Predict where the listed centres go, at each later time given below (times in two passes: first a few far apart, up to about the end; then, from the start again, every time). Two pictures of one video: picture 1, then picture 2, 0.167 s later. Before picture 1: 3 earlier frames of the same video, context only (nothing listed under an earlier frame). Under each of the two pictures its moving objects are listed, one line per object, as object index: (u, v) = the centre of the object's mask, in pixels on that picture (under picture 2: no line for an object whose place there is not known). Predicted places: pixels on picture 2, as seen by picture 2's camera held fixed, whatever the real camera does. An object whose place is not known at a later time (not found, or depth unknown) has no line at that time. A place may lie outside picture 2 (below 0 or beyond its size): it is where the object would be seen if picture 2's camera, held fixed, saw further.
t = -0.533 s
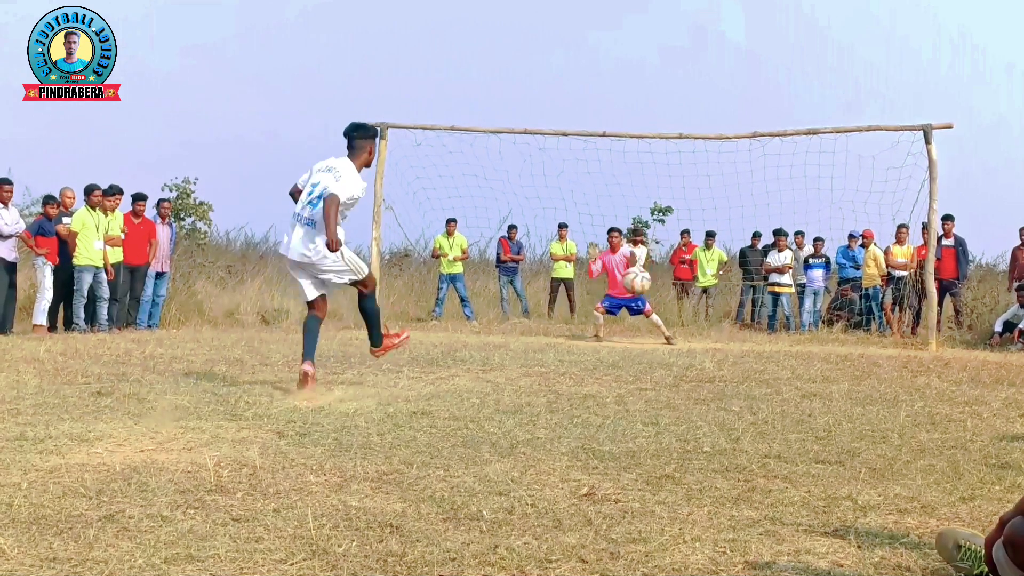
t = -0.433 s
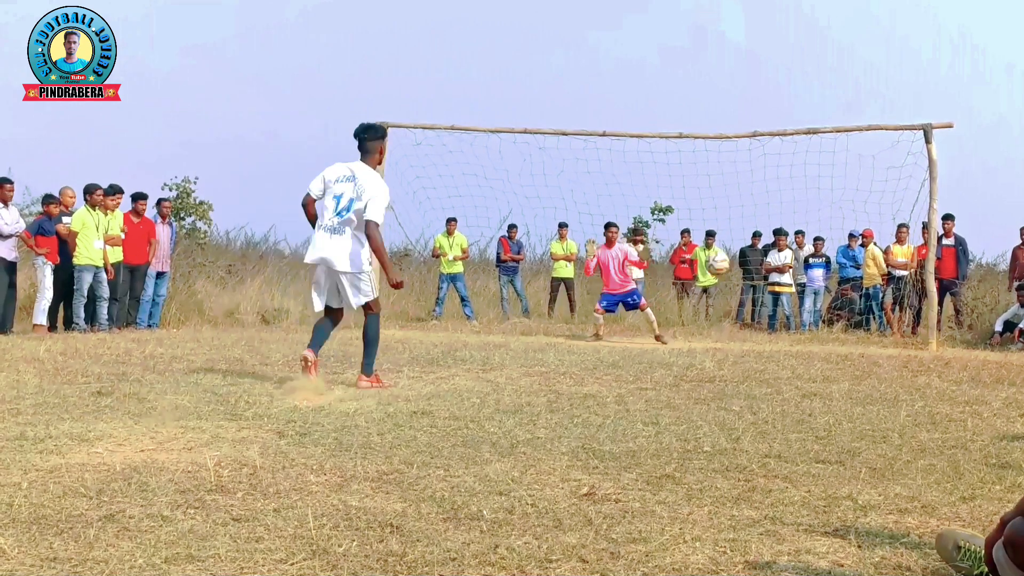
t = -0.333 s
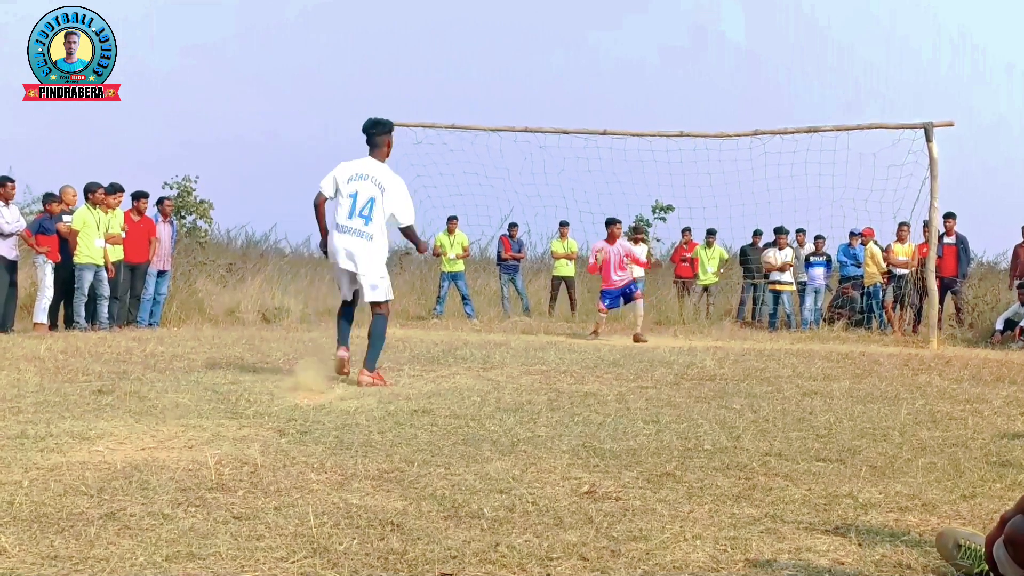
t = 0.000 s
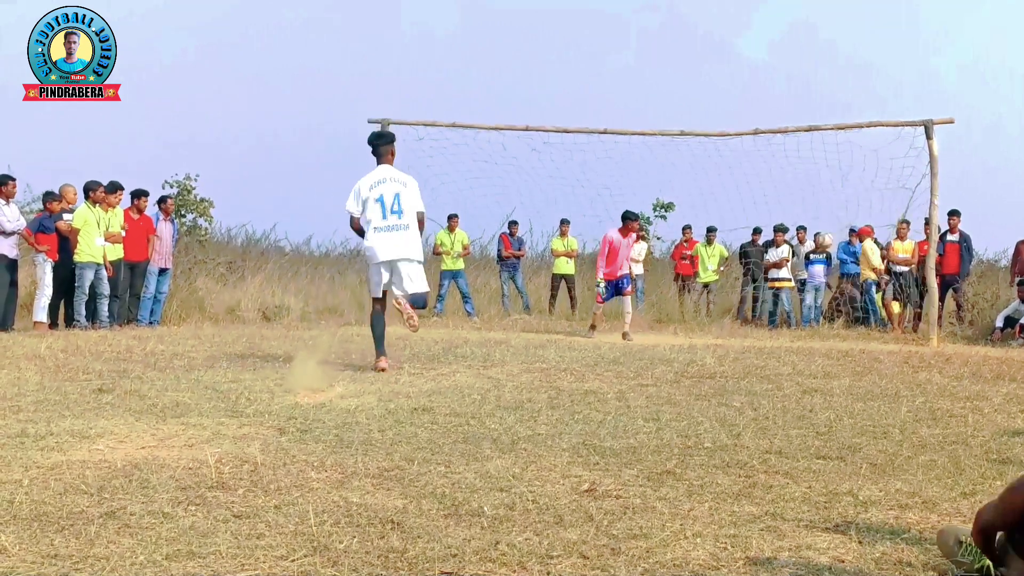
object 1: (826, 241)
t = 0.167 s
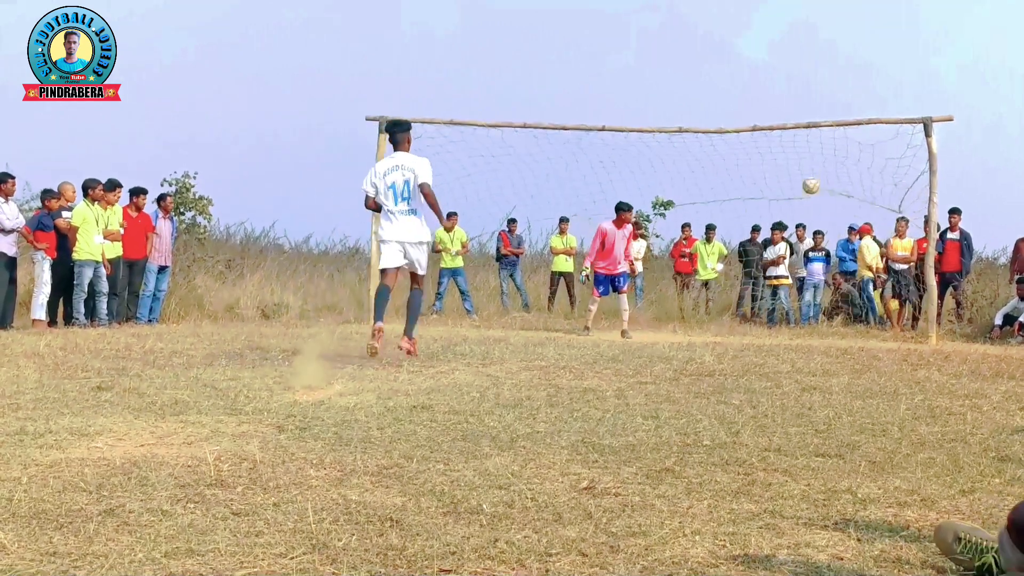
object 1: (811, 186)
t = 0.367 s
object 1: (807, 163)
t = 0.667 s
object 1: (806, 206)
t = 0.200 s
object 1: (810, 179)
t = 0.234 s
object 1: (809, 174)
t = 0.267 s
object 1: (809, 169)
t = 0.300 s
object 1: (808, 166)
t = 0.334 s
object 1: (807, 164)
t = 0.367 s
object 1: (807, 163)
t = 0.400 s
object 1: (807, 164)
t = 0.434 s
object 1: (807, 165)
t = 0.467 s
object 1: (807, 167)
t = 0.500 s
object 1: (806, 171)
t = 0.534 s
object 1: (806, 176)
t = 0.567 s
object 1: (807, 182)
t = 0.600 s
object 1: (807, 189)
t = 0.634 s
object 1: (806, 197)
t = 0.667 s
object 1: (806, 206)
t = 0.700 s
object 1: (806, 215)
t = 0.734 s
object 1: (805, 225)
